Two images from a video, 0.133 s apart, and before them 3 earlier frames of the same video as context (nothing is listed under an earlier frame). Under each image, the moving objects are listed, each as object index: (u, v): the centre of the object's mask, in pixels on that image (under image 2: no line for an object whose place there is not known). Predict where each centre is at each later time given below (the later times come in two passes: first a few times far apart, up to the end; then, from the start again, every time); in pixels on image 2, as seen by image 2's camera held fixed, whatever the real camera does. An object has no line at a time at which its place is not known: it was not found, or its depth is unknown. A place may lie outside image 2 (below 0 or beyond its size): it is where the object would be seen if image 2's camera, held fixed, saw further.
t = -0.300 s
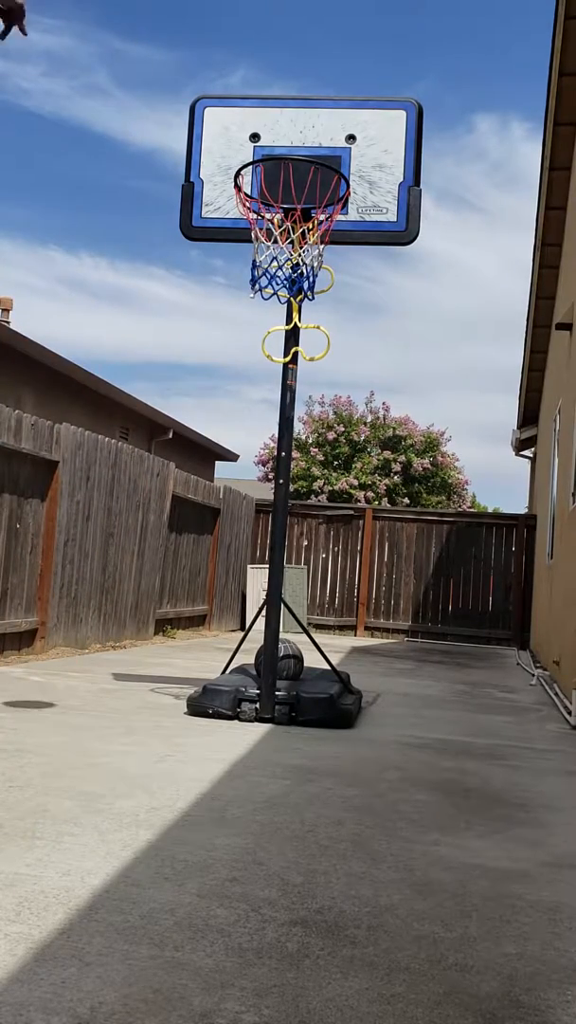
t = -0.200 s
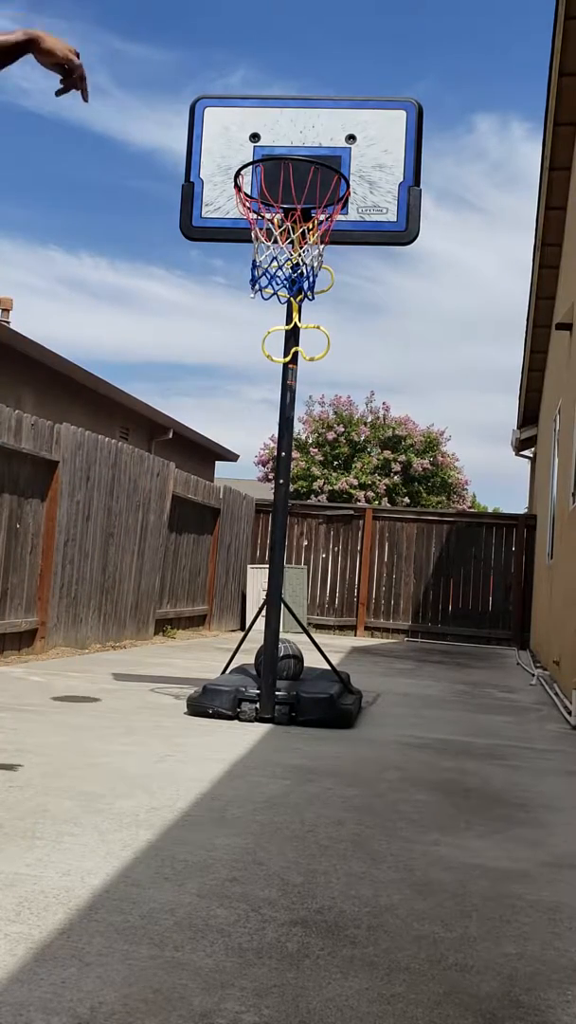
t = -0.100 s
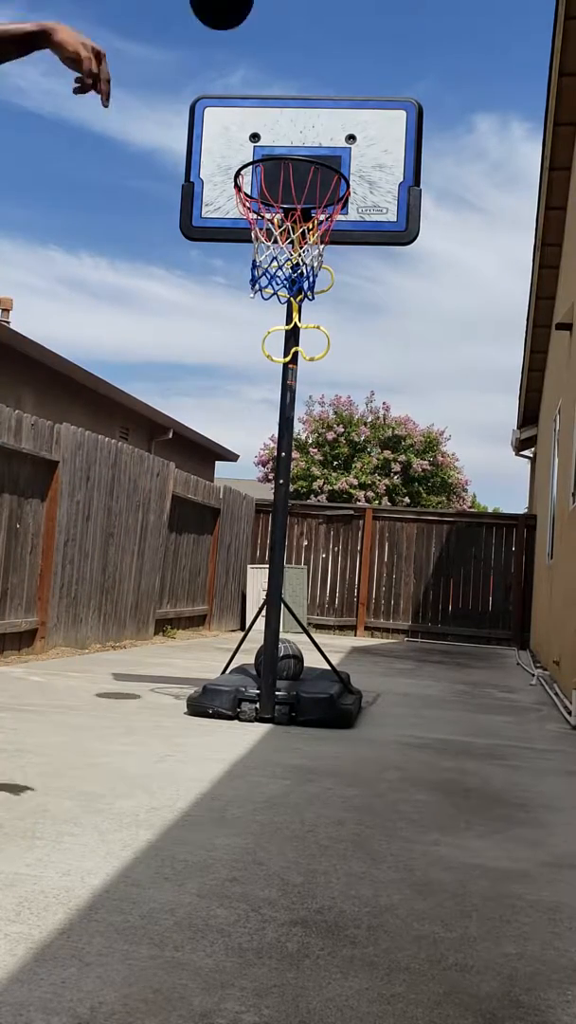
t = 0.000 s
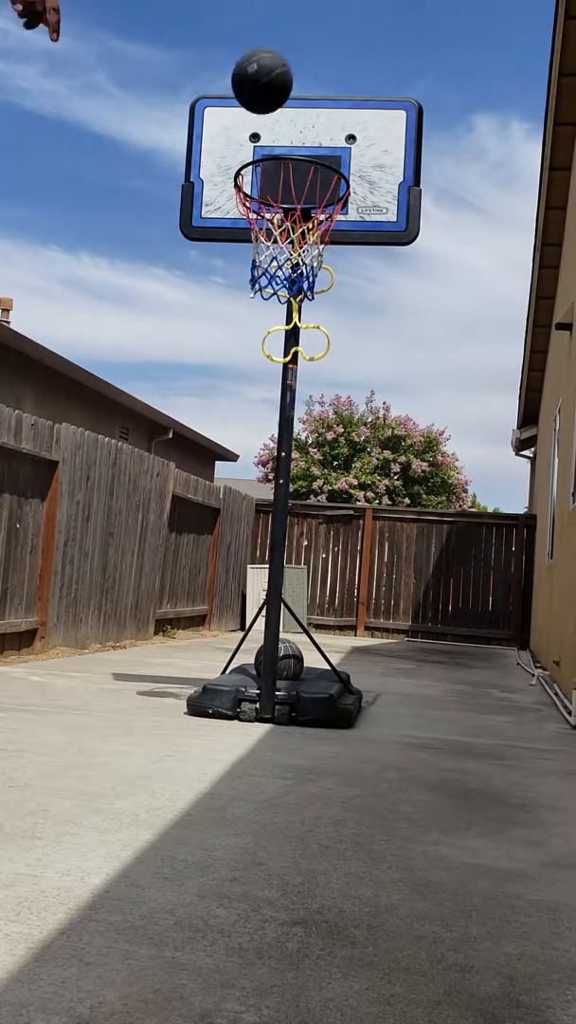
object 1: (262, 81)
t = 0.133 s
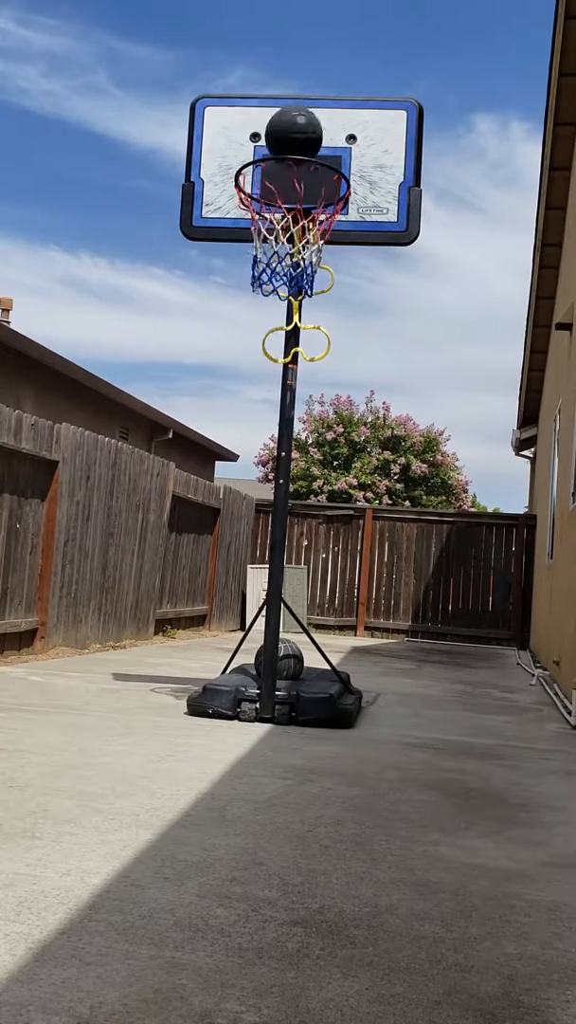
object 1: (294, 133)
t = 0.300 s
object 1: (321, 158)
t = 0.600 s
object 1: (309, 145)
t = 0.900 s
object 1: (300, 141)
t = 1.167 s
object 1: (278, 267)
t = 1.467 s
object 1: (255, 548)
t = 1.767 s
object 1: (246, 495)
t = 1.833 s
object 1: (248, 439)
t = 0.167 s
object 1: (299, 137)
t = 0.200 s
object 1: (304, 140)
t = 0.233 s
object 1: (309, 147)
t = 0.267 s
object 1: (316, 153)
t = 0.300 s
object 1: (321, 158)
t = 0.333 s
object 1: (318, 152)
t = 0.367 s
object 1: (317, 146)
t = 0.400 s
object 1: (316, 143)
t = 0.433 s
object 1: (314, 140)
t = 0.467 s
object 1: (313, 138)
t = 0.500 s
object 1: (312, 138)
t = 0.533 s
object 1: (311, 139)
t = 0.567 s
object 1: (310, 142)
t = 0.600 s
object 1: (309, 145)
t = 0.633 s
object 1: (308, 150)
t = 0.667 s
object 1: (309, 155)
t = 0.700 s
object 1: (308, 153)
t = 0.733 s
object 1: (305, 148)
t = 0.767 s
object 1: (304, 145)
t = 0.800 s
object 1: (303, 142)
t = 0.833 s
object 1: (302, 140)
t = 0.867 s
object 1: (301, 140)
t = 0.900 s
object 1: (300, 141)
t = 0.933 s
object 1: (297, 151)
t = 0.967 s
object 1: (295, 158)
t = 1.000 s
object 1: (291, 172)
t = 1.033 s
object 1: (290, 186)
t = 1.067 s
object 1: (290, 196)
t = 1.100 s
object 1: (286, 213)
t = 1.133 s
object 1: (283, 240)
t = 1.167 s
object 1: (278, 267)
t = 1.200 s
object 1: (277, 288)
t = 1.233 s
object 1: (277, 303)
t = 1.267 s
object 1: (275, 328)
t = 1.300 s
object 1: (272, 358)
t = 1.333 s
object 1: (270, 391)
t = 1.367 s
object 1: (266, 425)
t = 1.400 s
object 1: (263, 464)
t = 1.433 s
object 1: (259, 504)
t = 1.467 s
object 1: (255, 548)
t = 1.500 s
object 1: (251, 596)
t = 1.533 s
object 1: (244, 647)
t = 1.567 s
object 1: (239, 701)
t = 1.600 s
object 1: (240, 687)
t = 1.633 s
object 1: (242, 643)
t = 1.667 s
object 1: (243, 601)
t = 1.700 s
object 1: (245, 562)
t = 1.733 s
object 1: (245, 526)
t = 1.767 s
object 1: (246, 495)
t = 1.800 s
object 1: (247, 466)
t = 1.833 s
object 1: (248, 439)
